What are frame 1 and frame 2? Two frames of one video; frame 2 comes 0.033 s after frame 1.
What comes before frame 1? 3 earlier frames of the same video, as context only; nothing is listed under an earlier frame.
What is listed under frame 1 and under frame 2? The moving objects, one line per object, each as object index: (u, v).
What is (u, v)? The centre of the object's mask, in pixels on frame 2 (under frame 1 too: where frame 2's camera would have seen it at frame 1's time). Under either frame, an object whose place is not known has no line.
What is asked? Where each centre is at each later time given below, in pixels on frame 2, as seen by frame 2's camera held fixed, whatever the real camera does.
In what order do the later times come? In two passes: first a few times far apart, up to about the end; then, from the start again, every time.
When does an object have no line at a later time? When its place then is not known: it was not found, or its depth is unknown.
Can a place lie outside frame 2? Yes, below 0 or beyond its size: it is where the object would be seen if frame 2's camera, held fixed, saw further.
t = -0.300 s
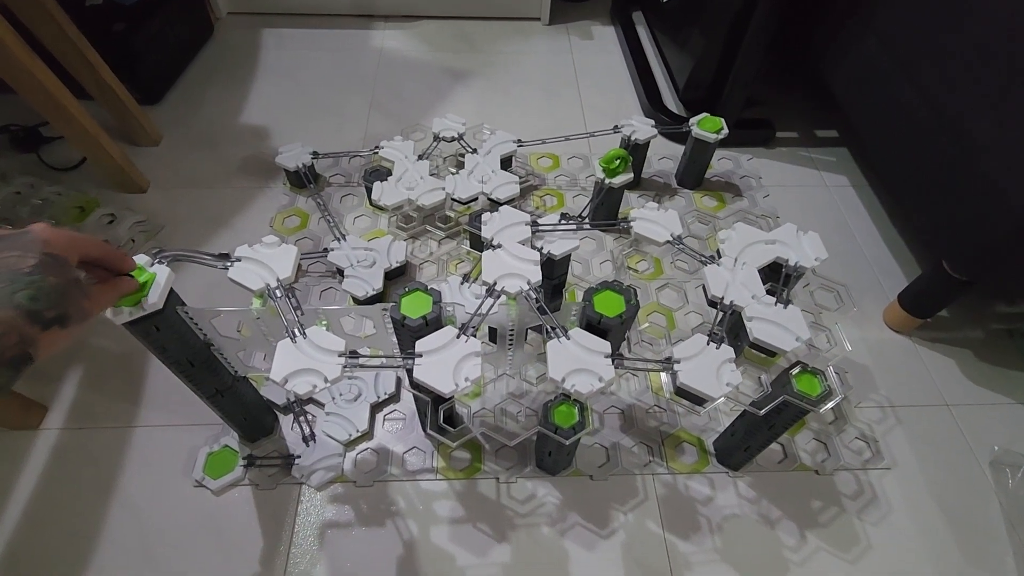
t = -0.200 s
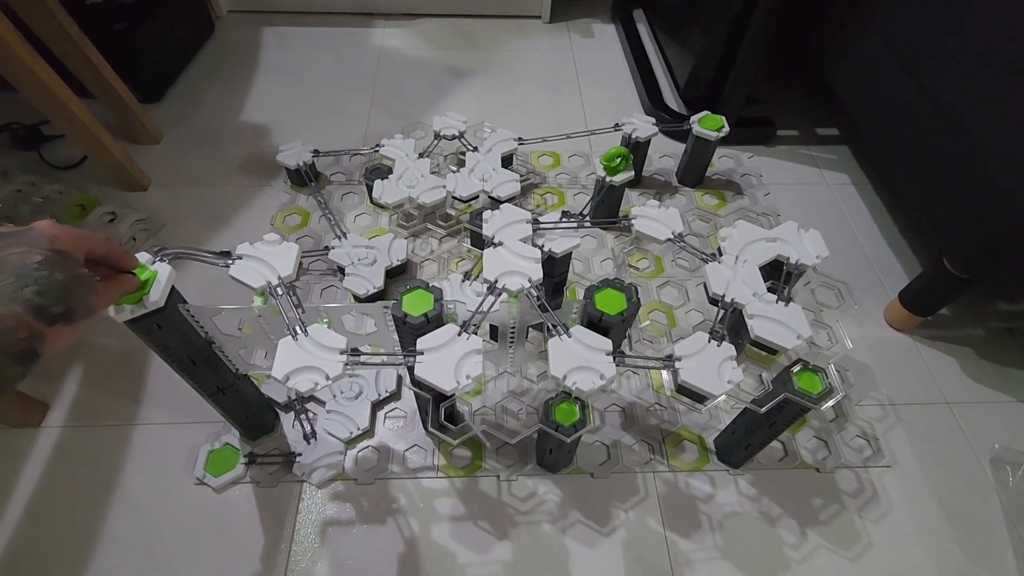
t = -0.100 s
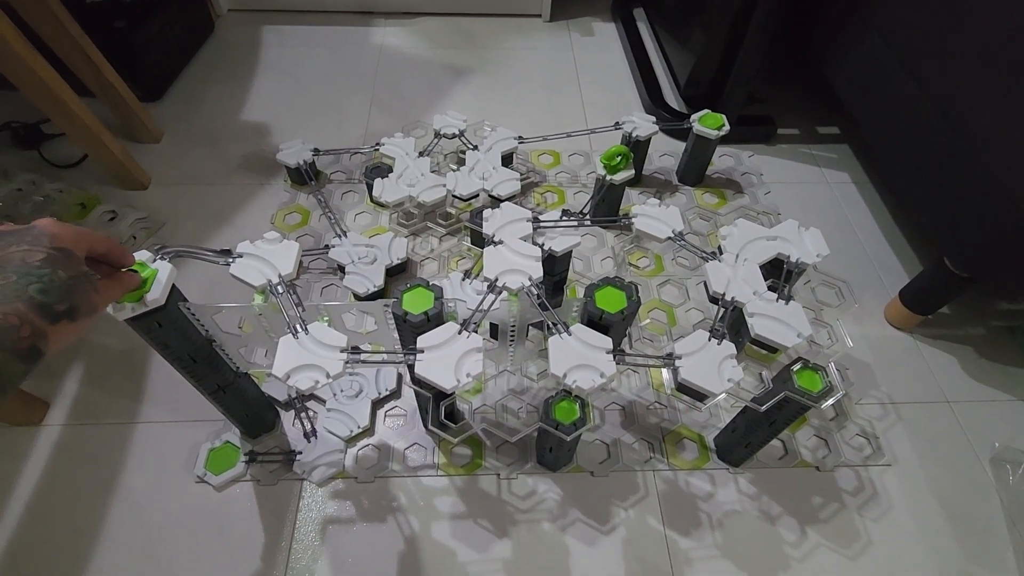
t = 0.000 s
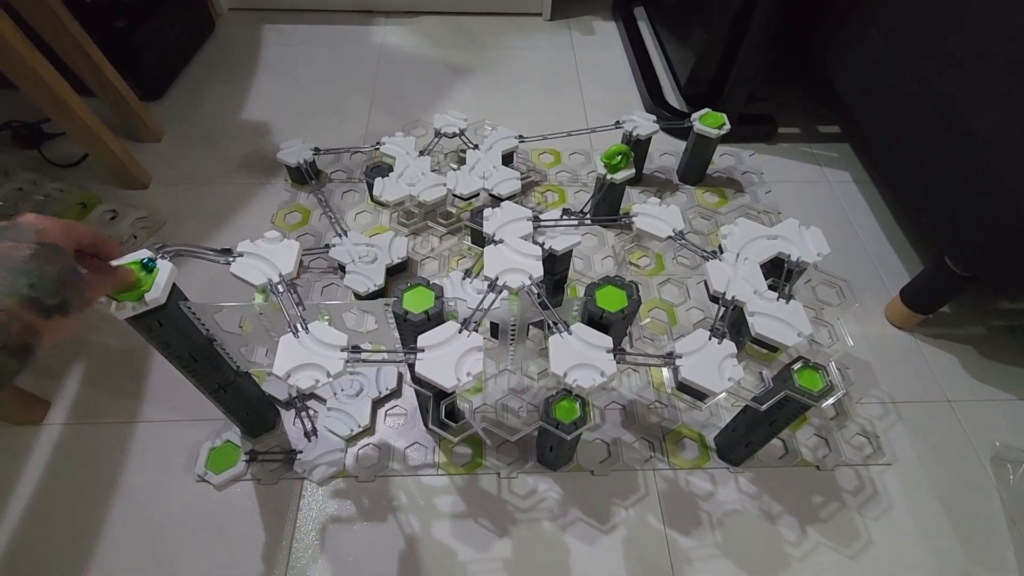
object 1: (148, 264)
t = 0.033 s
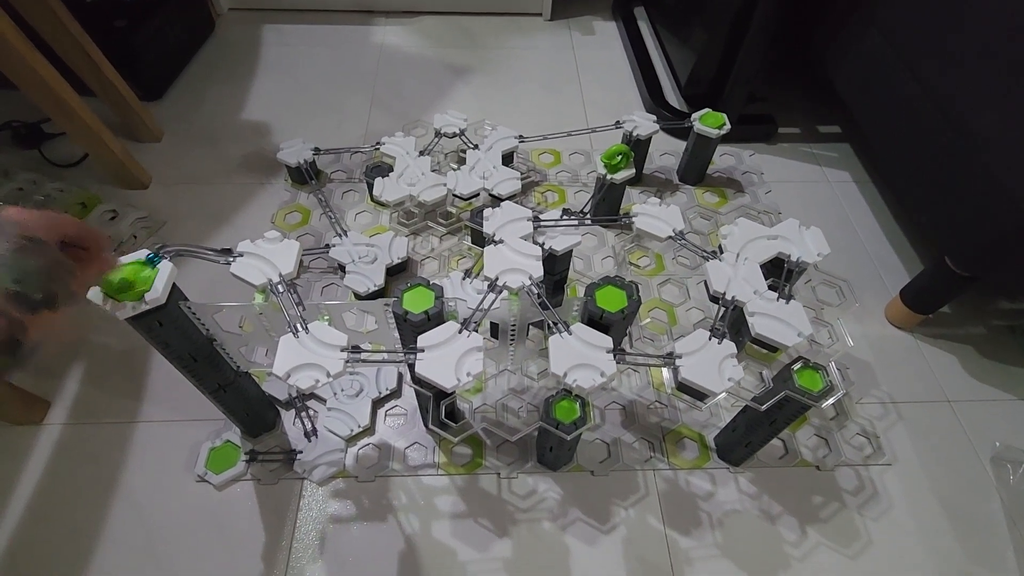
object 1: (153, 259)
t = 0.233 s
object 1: (226, 254)
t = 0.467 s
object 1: (295, 319)
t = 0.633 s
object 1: (353, 352)
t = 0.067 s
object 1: (159, 254)
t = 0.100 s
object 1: (164, 250)
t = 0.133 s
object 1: (170, 247)
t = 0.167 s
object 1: (184, 247)
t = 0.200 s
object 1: (202, 249)
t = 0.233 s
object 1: (226, 254)
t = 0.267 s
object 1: (243, 256)
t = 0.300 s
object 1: (259, 261)
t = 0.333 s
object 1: (270, 269)
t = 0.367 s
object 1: (277, 282)
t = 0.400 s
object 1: (280, 291)
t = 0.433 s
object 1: (287, 305)
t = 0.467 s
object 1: (295, 319)
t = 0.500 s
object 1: (300, 330)
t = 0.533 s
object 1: (310, 342)
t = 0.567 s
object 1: (323, 349)
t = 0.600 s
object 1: (338, 352)
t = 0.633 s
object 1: (353, 352)
